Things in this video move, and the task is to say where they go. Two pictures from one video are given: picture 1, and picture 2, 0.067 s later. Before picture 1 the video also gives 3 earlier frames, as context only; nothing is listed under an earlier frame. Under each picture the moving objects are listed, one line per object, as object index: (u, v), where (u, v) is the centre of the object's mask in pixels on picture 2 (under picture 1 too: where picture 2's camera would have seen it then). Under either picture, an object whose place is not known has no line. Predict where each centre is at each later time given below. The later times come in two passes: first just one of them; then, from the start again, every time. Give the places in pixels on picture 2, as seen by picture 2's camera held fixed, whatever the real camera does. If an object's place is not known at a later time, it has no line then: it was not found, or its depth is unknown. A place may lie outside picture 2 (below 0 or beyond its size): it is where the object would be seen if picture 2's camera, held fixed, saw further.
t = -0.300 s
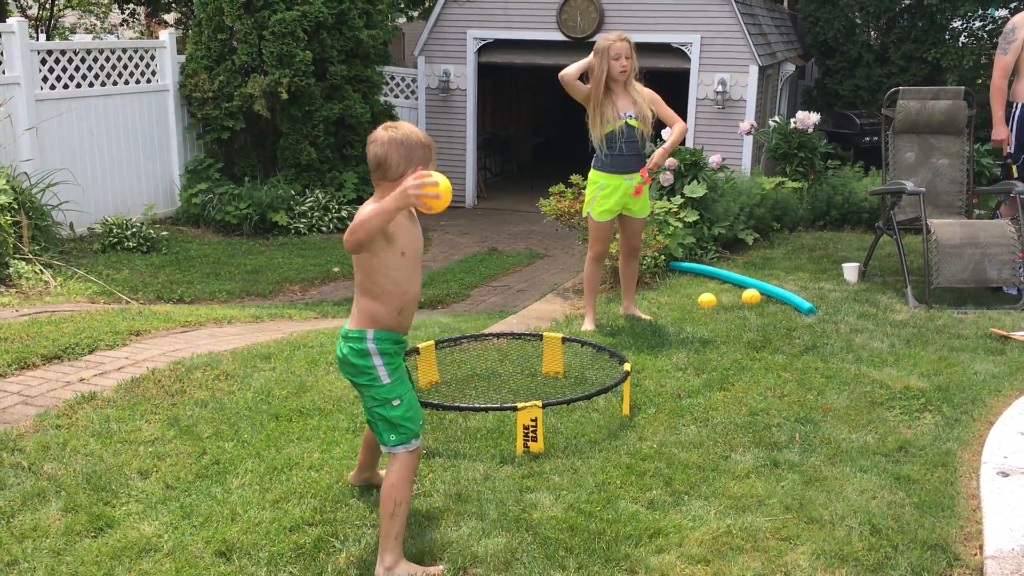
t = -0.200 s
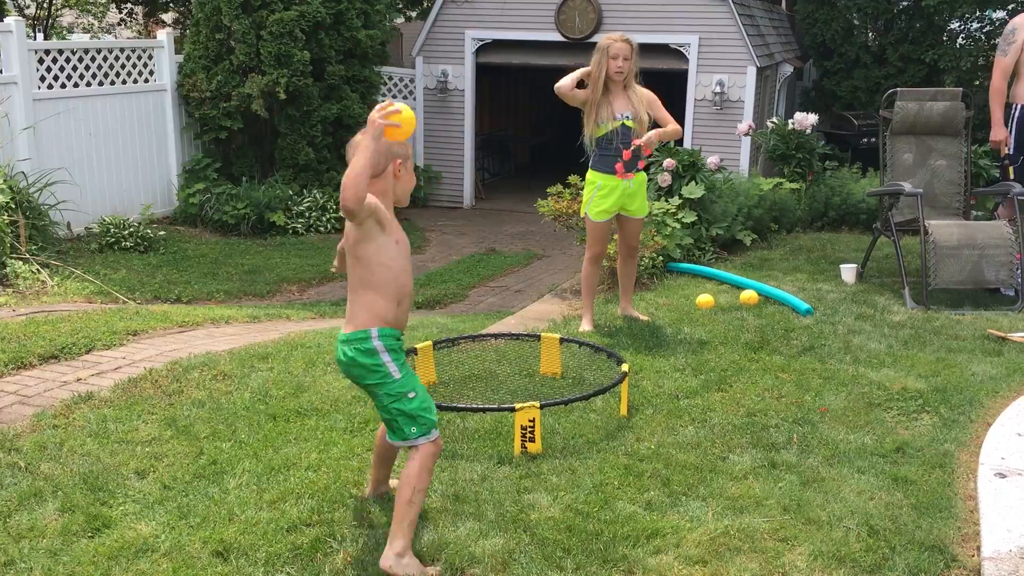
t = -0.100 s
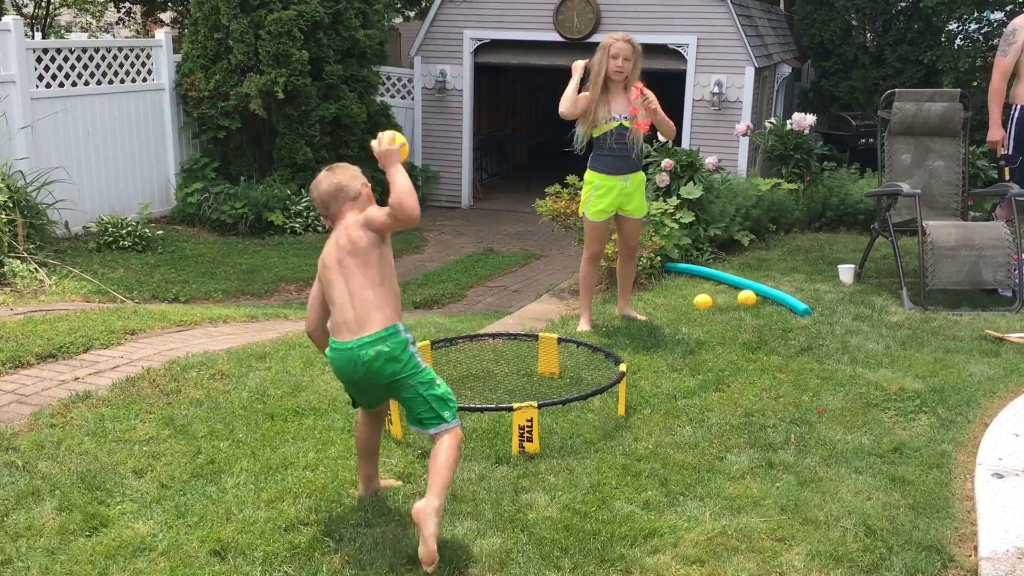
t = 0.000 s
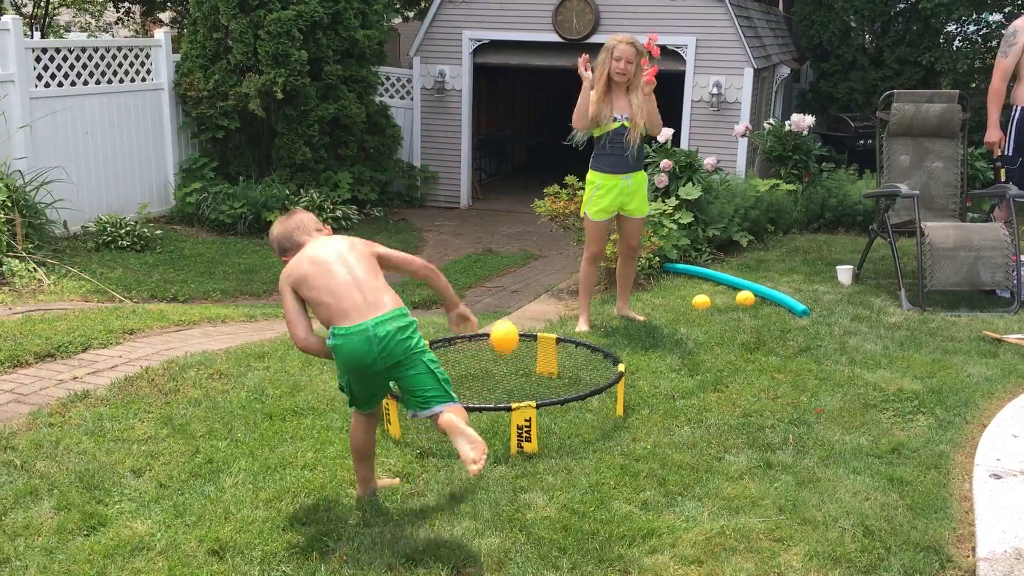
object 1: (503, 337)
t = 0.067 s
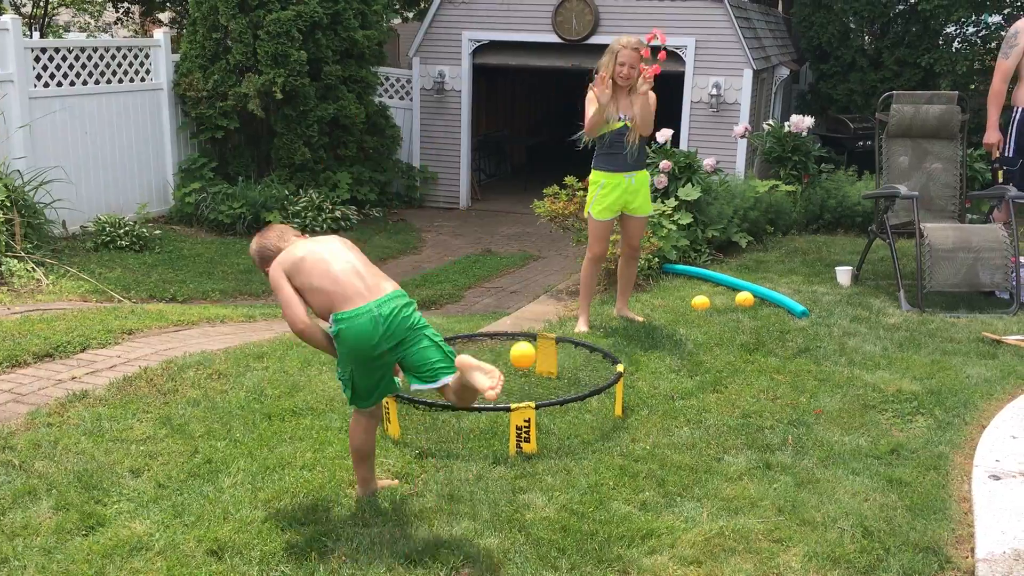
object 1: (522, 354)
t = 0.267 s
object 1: (531, 91)
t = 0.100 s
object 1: (524, 300)
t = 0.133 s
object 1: (526, 250)
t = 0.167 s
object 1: (527, 204)
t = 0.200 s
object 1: (529, 162)
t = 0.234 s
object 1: (530, 125)
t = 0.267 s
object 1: (531, 91)
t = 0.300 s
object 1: (532, 61)
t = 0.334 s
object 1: (533, 35)
